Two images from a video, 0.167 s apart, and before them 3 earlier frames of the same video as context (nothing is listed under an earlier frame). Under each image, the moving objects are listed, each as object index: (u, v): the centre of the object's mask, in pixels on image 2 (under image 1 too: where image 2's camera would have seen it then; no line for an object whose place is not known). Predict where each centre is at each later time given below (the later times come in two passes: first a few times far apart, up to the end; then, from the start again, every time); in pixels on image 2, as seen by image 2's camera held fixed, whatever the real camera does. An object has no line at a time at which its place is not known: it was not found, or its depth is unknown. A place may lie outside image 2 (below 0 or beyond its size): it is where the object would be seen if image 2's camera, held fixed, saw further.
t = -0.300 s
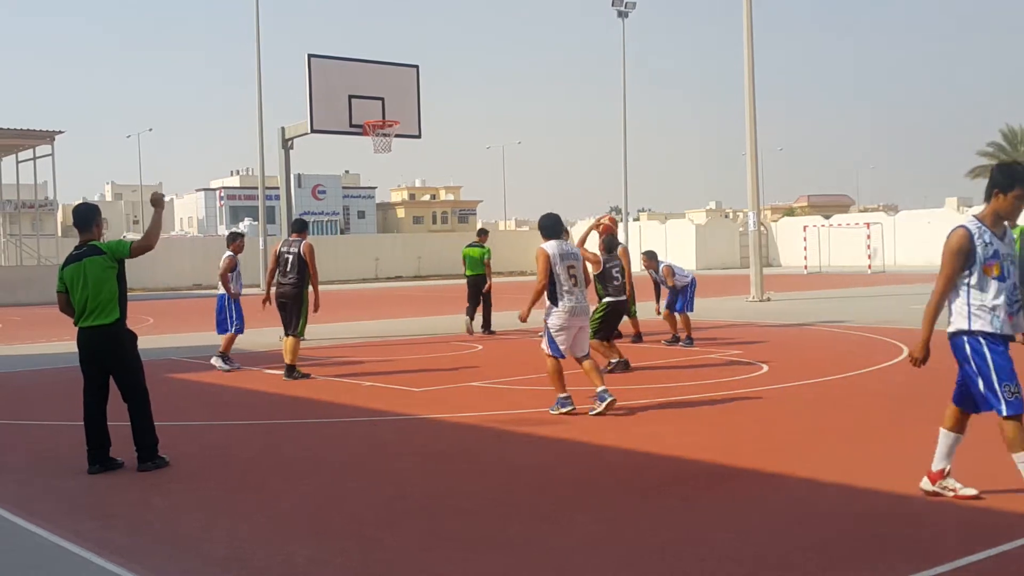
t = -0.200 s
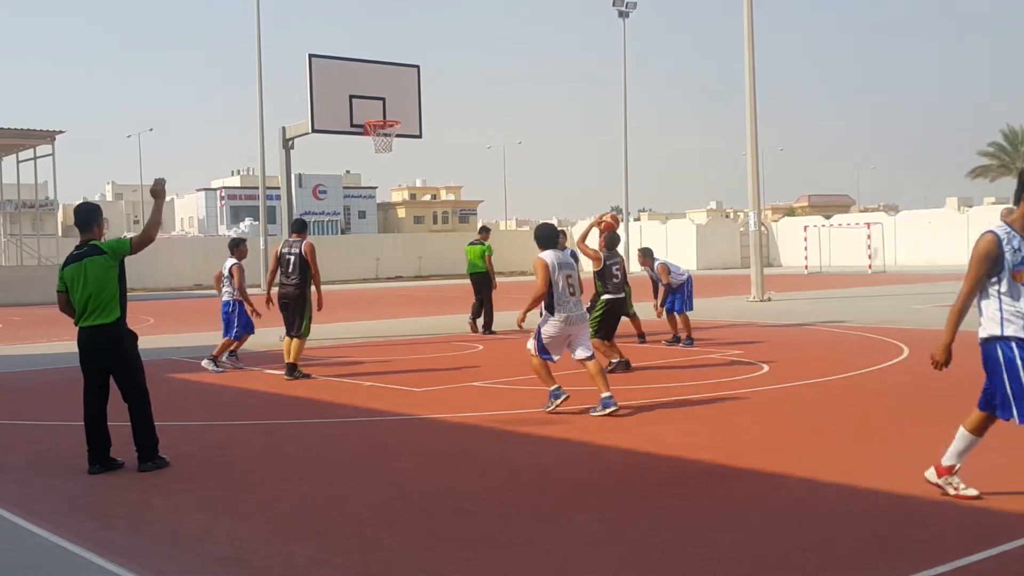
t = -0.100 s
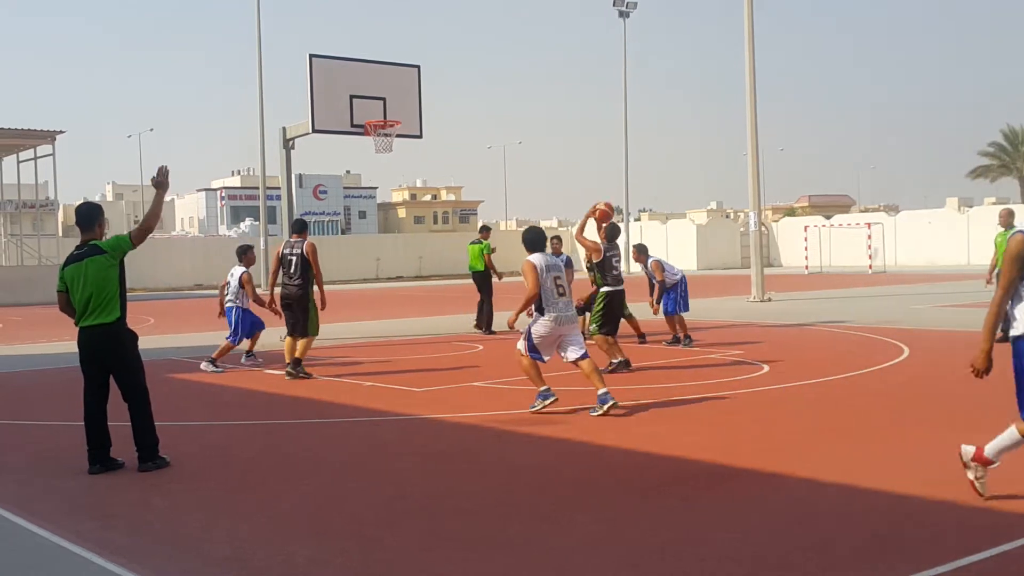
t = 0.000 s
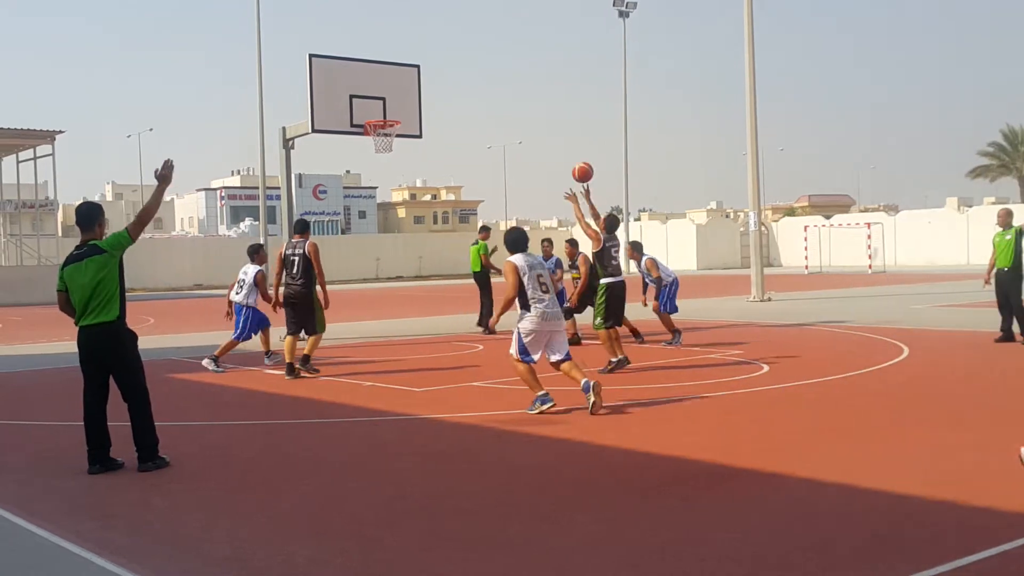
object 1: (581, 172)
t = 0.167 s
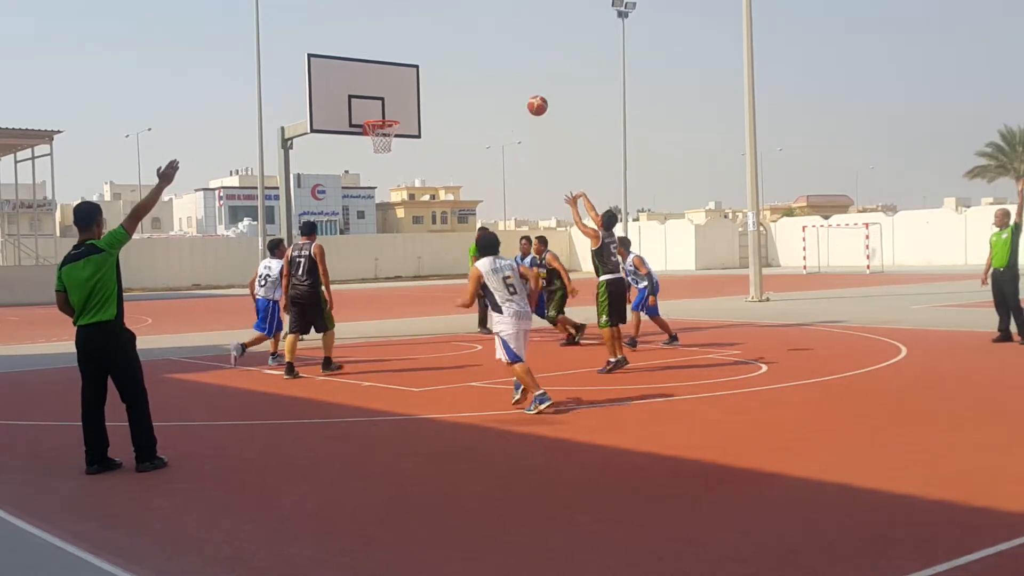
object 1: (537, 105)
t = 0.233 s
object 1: (521, 87)
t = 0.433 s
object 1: (476, 56)
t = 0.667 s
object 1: (433, 65)
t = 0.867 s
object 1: (400, 101)
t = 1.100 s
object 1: (377, 96)
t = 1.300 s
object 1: (382, 91)
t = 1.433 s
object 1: (386, 104)
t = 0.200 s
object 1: (529, 95)
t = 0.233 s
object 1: (521, 87)
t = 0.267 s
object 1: (513, 79)
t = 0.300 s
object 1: (505, 73)
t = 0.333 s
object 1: (497, 67)
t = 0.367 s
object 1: (490, 63)
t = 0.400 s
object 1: (483, 59)
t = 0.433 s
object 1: (476, 56)
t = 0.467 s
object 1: (469, 55)
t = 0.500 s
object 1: (463, 54)
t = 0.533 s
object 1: (457, 55)
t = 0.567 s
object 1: (450, 56)
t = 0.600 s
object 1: (444, 58)
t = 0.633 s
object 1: (438, 61)
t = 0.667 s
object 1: (433, 65)
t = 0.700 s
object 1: (427, 69)
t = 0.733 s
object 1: (421, 74)
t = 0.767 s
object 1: (415, 79)
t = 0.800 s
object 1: (410, 86)
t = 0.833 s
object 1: (405, 93)
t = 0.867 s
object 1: (400, 101)
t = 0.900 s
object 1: (395, 110)
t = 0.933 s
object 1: (391, 114)
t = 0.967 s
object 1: (386, 111)
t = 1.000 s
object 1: (380, 108)
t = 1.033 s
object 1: (376, 104)
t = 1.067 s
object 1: (377, 100)
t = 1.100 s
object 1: (377, 96)
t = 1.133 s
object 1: (378, 93)
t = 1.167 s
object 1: (379, 91)
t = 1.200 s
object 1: (379, 90)
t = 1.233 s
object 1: (380, 90)
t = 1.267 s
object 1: (381, 90)
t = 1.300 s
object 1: (382, 91)
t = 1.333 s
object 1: (383, 93)
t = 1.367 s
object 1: (384, 96)
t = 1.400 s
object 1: (385, 99)
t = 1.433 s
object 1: (386, 104)
